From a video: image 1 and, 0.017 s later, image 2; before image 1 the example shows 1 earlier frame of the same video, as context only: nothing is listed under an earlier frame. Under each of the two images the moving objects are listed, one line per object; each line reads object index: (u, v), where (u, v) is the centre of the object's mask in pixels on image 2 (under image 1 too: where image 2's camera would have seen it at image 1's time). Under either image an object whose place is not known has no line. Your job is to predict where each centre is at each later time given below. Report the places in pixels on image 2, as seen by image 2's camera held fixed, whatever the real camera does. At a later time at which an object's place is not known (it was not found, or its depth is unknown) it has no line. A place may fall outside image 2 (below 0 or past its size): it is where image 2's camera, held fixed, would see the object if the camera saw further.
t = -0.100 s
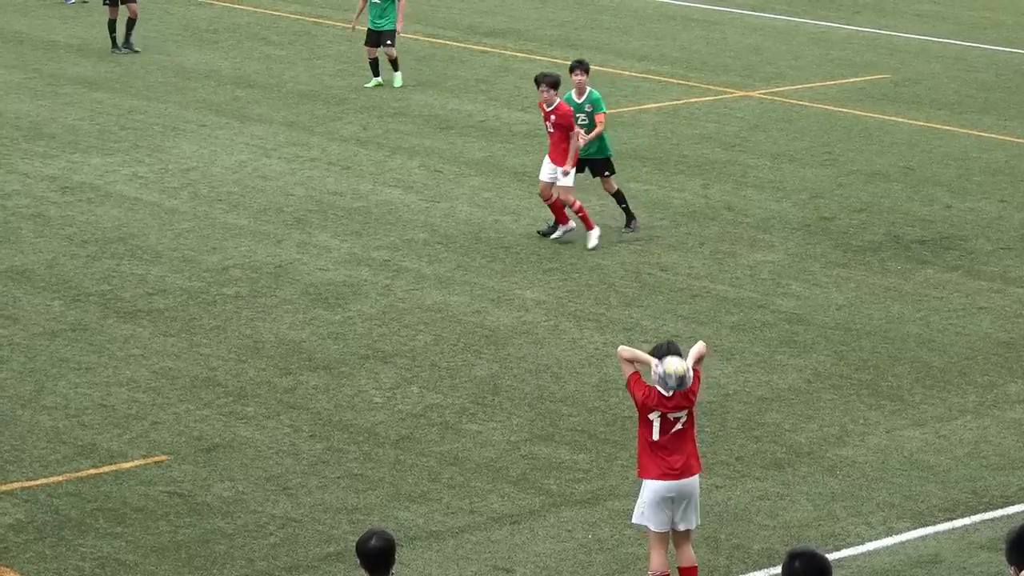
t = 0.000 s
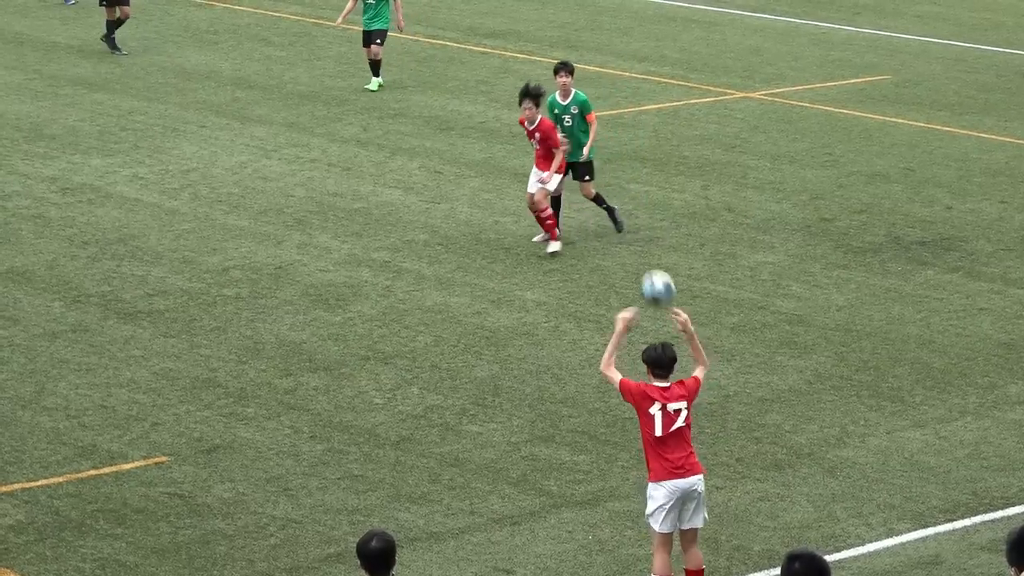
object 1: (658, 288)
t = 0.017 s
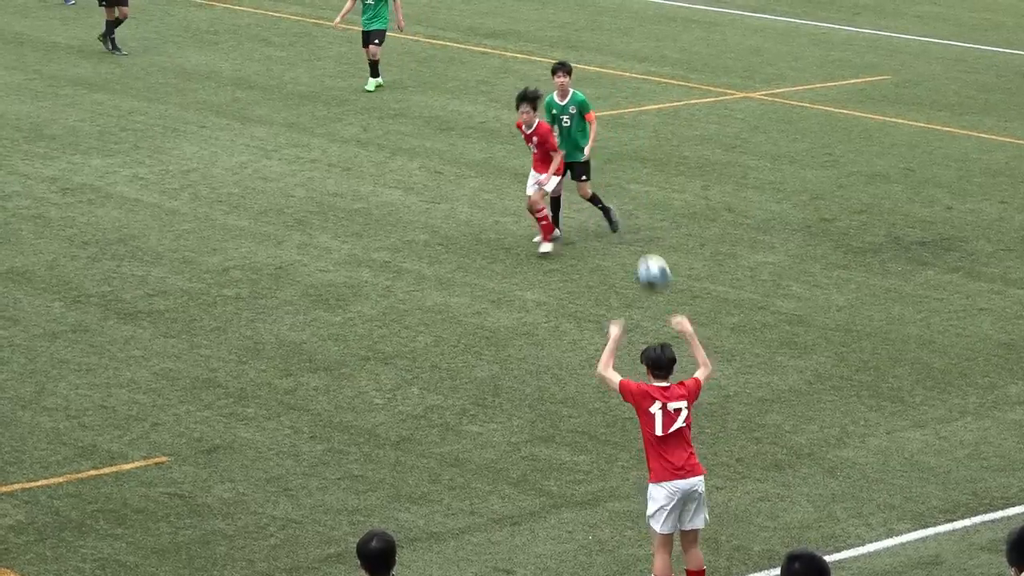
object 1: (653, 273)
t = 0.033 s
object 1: (648, 257)
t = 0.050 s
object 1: (643, 242)
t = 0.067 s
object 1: (638, 228)
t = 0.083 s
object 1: (633, 214)
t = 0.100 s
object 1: (629, 202)
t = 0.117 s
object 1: (623, 190)
